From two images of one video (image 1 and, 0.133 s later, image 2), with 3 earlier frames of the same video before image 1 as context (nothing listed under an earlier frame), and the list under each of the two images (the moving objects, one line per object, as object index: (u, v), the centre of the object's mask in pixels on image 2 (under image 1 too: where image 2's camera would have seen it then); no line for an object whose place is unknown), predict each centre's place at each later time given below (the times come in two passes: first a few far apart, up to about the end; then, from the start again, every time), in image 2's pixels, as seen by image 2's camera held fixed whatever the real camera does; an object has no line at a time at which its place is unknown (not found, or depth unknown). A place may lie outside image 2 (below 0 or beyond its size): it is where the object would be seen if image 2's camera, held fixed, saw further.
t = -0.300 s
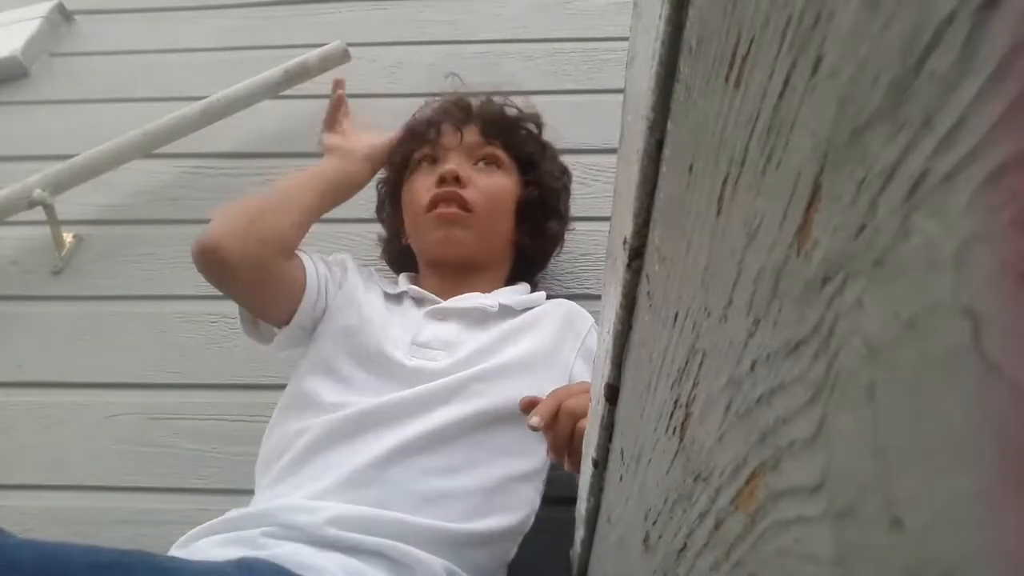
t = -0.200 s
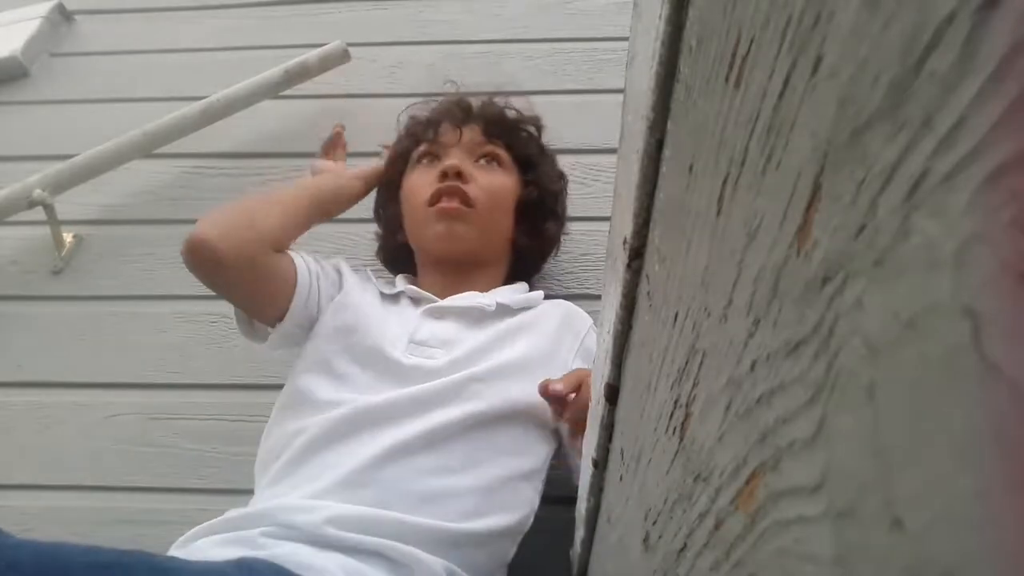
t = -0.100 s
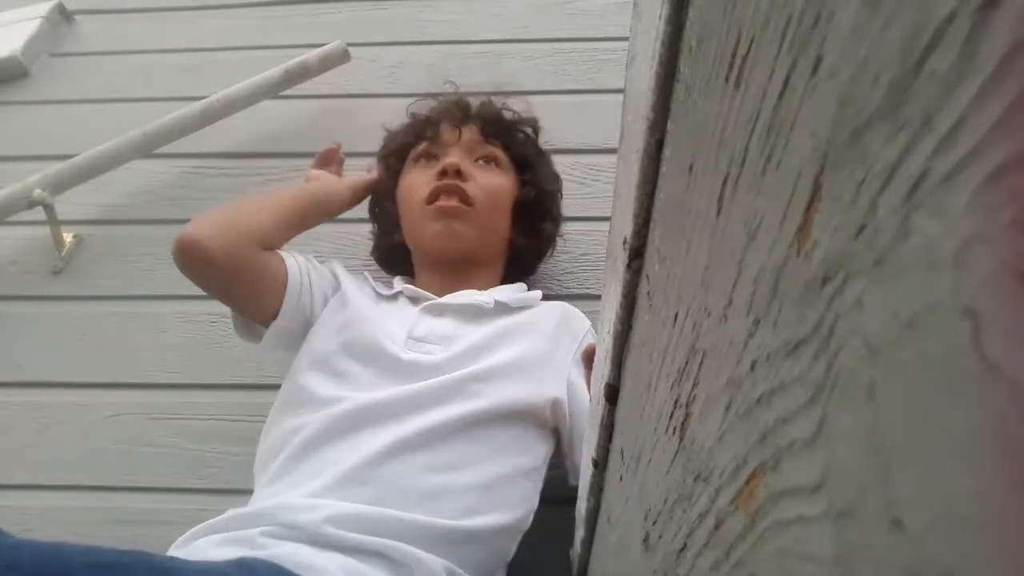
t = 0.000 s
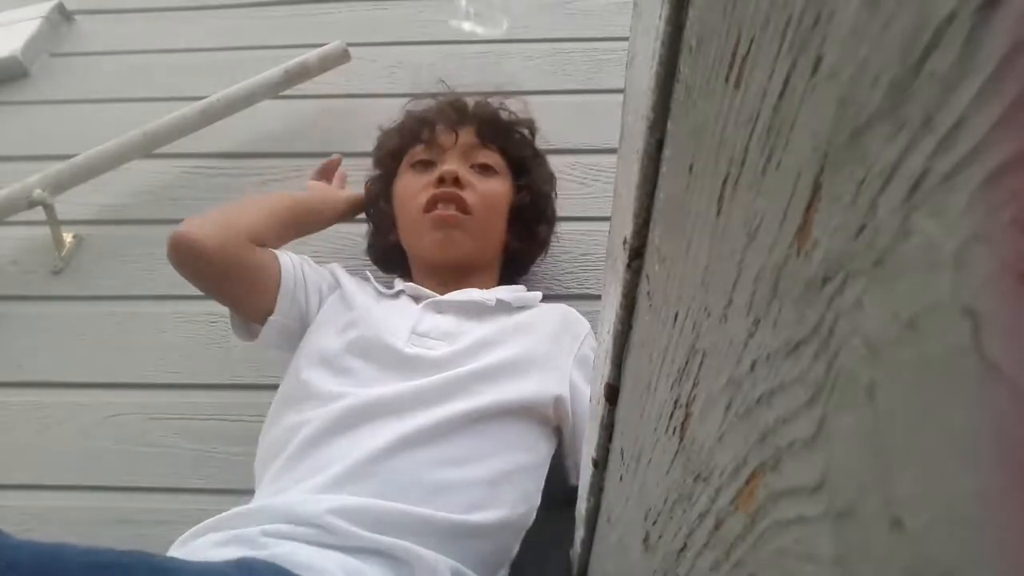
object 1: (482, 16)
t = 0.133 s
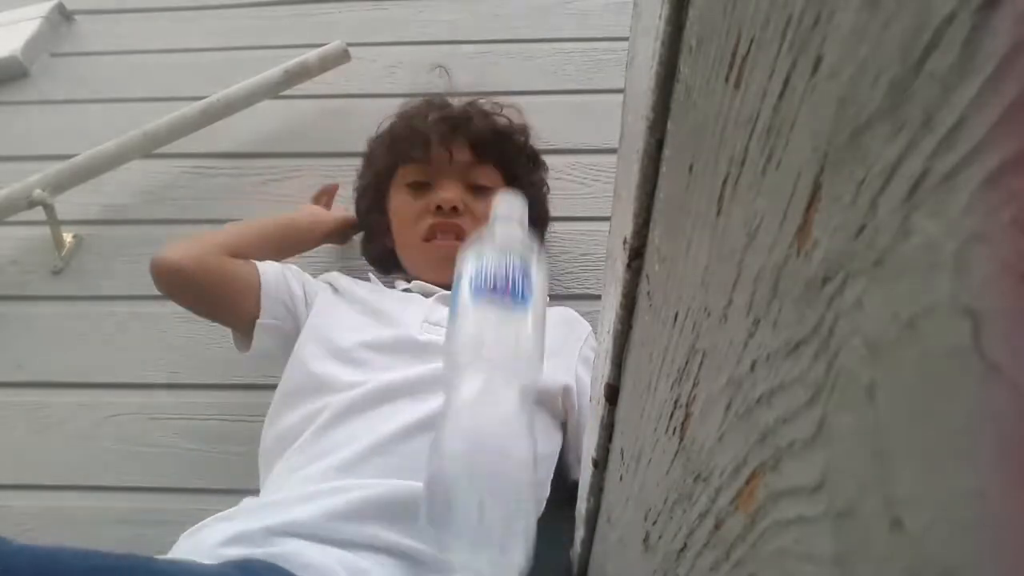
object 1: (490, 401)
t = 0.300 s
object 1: (506, 539)
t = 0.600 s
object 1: (510, 532)
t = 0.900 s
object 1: (514, 491)
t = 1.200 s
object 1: (528, 503)
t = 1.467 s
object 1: (528, 506)
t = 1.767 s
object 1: (528, 505)
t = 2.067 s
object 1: (528, 505)
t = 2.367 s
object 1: (527, 506)
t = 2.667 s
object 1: (528, 506)
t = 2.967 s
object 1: (528, 506)
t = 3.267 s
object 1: (527, 505)
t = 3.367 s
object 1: (528, 506)
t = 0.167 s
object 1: (496, 516)
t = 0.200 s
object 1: (489, 529)
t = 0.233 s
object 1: (490, 534)
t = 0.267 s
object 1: (497, 537)
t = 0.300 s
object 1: (506, 539)
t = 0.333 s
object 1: (512, 540)
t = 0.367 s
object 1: (514, 540)
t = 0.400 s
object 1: (516, 540)
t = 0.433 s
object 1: (517, 541)
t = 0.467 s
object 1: (516, 540)
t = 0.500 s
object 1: (514, 539)
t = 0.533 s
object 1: (512, 538)
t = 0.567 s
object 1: (511, 536)
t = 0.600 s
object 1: (510, 532)
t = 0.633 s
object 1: (509, 531)
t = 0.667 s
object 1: (510, 524)
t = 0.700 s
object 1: (513, 517)
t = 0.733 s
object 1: (520, 506)
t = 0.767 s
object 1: (525, 499)
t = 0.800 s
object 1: (517, 494)
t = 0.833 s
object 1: (512, 491)
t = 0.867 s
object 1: (513, 491)
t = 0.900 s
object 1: (514, 491)
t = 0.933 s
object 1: (517, 493)
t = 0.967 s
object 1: (526, 499)
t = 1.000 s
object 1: (525, 505)
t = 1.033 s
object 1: (526, 509)
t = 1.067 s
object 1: (526, 509)
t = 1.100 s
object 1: (527, 508)
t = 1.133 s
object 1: (528, 505)
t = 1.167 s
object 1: (527, 503)
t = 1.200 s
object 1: (528, 503)
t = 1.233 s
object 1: (528, 505)
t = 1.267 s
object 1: (528, 506)
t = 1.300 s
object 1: (528, 506)
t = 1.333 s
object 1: (528, 506)
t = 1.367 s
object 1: (528, 507)
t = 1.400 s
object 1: (528, 506)
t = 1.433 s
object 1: (528, 506)
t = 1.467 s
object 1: (528, 506)
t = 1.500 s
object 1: (528, 505)
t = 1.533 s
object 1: (528, 505)
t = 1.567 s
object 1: (528, 505)
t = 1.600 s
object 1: (528, 505)
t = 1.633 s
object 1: (528, 505)
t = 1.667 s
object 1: (528, 505)
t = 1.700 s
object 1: (528, 505)
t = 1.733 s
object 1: (528, 505)
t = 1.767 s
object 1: (528, 505)
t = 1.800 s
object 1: (528, 505)
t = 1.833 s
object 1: (528, 505)
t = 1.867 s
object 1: (528, 505)
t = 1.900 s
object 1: (528, 505)
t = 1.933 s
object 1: (528, 505)
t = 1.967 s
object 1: (528, 505)
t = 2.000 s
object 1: (528, 505)
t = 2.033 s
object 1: (528, 505)
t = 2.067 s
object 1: (528, 505)
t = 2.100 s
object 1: (528, 505)
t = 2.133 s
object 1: (528, 505)
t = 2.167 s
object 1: (528, 505)
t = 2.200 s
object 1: (528, 505)
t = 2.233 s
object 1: (528, 505)
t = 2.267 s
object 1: (528, 505)
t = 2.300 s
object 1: (527, 506)
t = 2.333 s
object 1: (527, 506)
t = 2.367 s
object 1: (527, 506)
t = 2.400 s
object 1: (527, 506)
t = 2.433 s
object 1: (527, 506)
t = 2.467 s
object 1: (527, 507)
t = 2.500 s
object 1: (527, 507)
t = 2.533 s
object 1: (528, 507)
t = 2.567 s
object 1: (528, 506)
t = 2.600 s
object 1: (528, 506)
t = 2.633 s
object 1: (528, 507)
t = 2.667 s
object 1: (528, 506)
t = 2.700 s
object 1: (528, 506)
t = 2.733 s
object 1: (528, 506)
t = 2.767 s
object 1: (528, 506)
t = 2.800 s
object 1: (527, 506)
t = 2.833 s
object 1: (527, 505)
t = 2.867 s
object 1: (527, 505)
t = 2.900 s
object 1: (527, 506)
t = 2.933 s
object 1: (528, 506)
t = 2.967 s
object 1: (528, 506)
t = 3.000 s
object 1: (528, 506)
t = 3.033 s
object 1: (528, 505)
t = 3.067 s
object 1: (528, 505)
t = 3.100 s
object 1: (528, 505)
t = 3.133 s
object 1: (528, 505)
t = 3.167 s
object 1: (528, 505)
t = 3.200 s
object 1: (527, 505)
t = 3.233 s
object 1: (527, 505)
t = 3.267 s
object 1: (527, 505)
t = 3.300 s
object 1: (528, 506)
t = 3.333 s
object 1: (528, 506)
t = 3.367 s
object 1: (528, 506)
